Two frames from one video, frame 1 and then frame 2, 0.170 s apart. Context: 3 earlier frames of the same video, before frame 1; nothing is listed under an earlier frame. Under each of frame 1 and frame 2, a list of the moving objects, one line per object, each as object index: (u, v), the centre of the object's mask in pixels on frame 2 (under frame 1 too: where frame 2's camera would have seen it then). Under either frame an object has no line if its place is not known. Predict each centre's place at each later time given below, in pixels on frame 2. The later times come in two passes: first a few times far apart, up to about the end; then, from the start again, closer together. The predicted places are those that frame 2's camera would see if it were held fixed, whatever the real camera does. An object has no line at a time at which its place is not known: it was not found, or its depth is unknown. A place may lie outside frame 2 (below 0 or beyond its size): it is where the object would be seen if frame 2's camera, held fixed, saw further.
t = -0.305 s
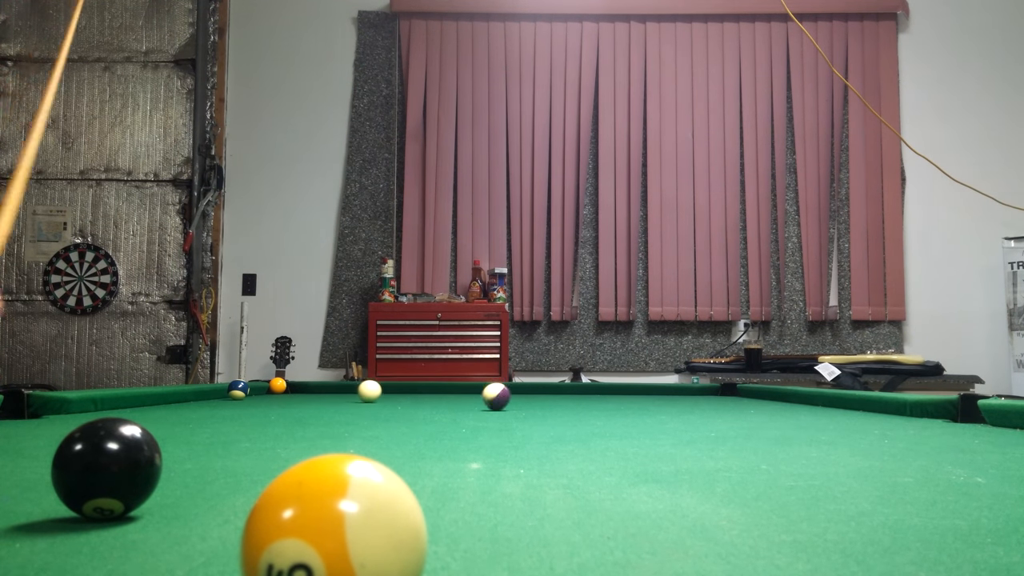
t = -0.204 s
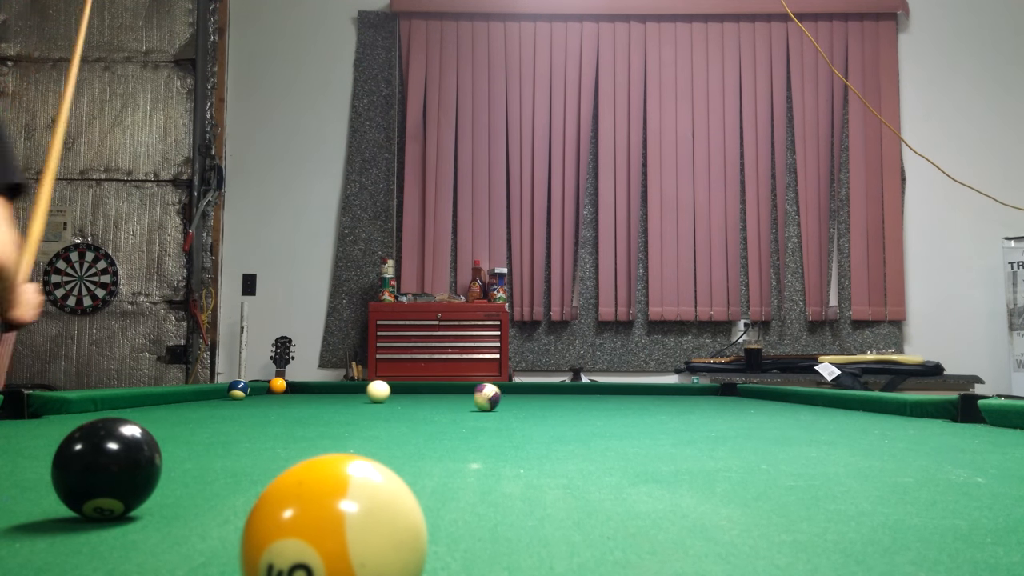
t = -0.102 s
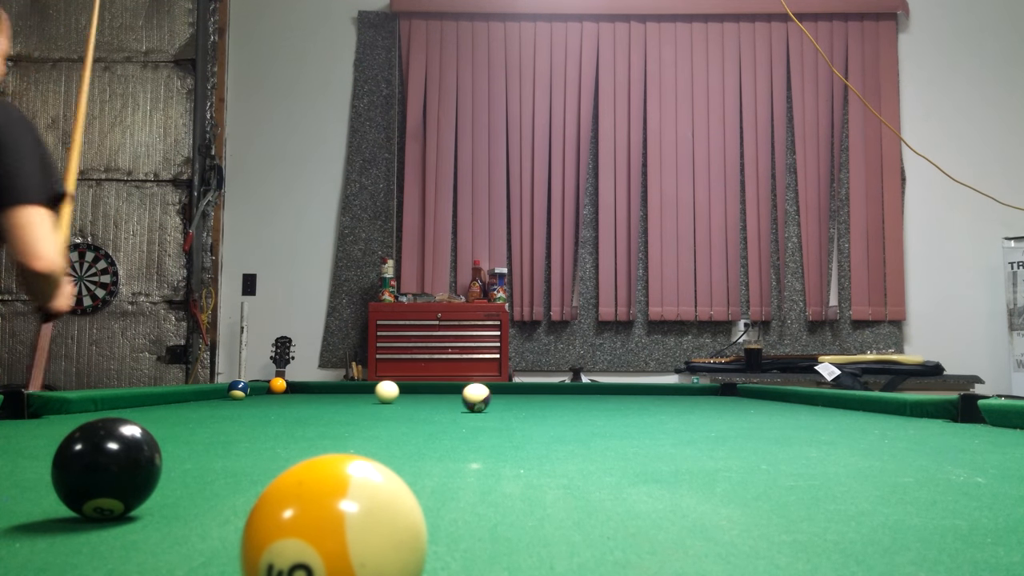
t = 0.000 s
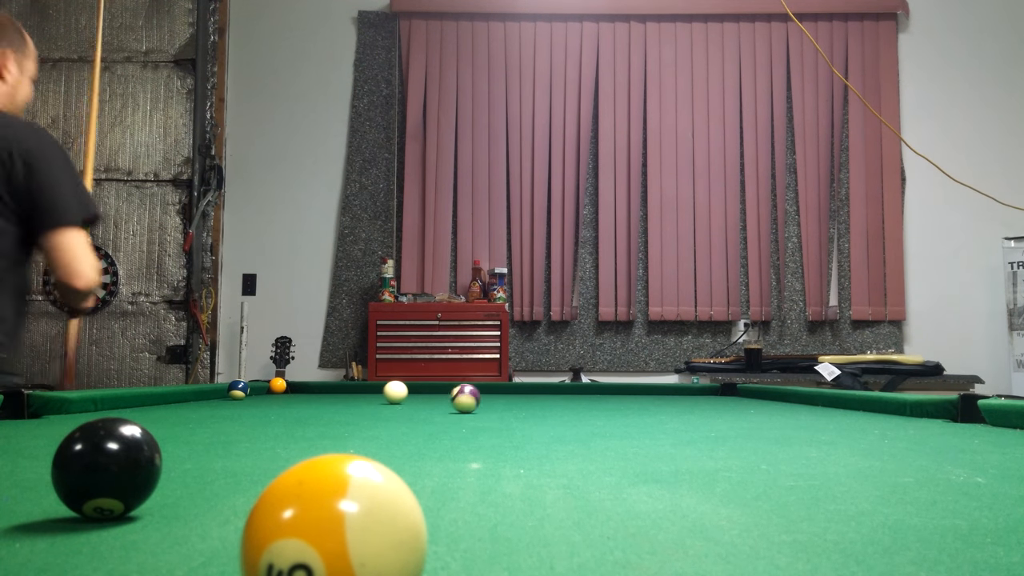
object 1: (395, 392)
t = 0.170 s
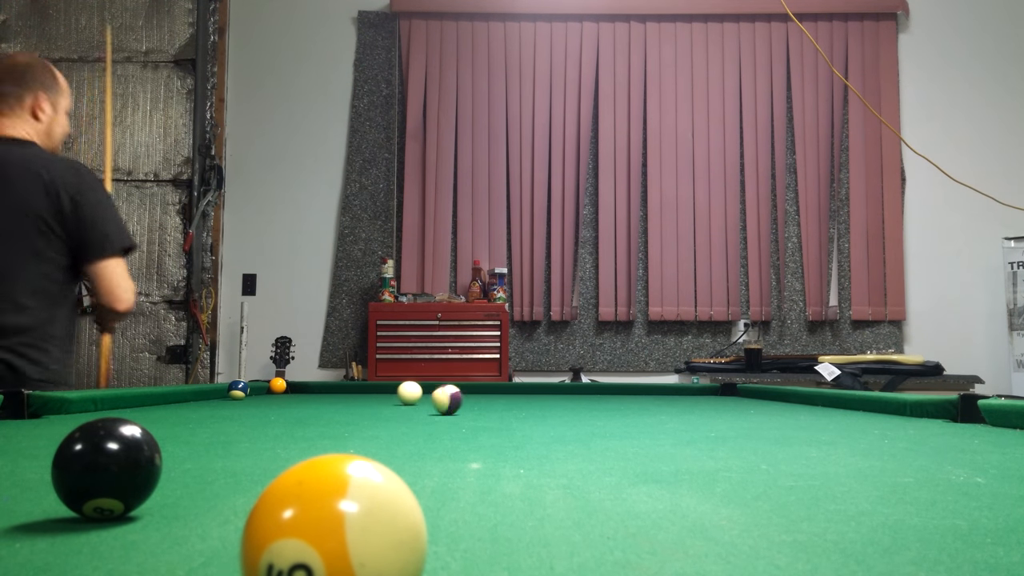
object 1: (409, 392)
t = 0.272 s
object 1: (416, 392)
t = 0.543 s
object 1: (441, 394)
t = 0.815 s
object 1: (463, 395)
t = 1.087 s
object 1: (485, 396)
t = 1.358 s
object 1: (506, 397)
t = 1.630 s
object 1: (527, 398)
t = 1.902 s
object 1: (545, 399)
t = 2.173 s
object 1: (564, 400)
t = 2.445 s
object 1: (582, 401)
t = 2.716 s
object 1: (599, 402)
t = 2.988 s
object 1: (615, 403)
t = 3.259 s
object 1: (628, 404)
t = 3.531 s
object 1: (640, 405)
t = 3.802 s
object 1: (650, 405)
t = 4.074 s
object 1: (658, 406)
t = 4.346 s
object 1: (662, 406)
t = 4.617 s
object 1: (661, 406)
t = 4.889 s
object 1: (661, 406)
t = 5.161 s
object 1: (661, 405)
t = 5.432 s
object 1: (661, 406)
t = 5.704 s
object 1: (661, 405)
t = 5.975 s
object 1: (661, 406)
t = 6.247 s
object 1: (661, 406)
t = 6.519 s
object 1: (661, 406)
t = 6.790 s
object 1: (661, 406)
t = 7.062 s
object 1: (661, 406)
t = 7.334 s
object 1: (661, 406)
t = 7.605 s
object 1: (661, 406)
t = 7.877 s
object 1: (661, 406)
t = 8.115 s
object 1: (661, 406)
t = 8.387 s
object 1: (661, 406)
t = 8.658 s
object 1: (661, 406)
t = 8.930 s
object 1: (661, 406)
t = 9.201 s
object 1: (661, 406)
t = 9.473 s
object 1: (661, 406)
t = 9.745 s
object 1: (661, 406)
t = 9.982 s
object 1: (661, 406)
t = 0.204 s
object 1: (412, 393)
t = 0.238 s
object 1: (415, 392)
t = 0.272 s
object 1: (416, 392)
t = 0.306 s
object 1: (417, 390)
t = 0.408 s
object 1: (434, 389)
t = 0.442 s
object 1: (435, 392)
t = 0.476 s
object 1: (436, 393)
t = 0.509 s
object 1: (438, 394)
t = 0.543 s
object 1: (441, 394)
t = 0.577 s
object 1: (443, 394)
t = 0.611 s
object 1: (447, 394)
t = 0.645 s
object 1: (449, 394)
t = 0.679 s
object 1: (452, 394)
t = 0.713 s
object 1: (455, 395)
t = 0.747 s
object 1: (458, 395)
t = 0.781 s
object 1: (461, 395)
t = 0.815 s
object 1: (463, 395)
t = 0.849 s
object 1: (466, 395)
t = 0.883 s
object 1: (469, 395)
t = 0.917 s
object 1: (472, 395)
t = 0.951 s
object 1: (475, 395)
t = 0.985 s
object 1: (477, 396)
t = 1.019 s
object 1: (480, 396)
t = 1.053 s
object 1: (482, 396)
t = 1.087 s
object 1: (485, 396)
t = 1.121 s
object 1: (488, 396)
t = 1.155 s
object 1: (490, 396)
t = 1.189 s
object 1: (493, 396)
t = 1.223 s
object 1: (495, 397)
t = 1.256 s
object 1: (498, 397)
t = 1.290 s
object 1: (501, 397)
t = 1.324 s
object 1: (503, 397)
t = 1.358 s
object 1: (506, 397)
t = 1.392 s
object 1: (509, 397)
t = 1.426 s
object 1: (511, 397)
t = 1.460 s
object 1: (514, 397)
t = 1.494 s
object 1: (516, 397)
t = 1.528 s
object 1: (519, 398)
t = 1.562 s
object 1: (522, 398)
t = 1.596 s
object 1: (524, 398)
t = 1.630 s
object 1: (527, 398)
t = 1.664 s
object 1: (529, 398)
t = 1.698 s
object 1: (531, 398)
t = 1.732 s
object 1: (534, 399)
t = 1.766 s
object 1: (536, 399)
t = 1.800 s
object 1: (538, 399)
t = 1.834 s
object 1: (541, 399)
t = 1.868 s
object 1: (543, 399)
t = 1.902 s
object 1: (545, 399)
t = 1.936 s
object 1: (548, 399)
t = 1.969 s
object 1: (550, 399)
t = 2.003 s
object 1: (552, 400)
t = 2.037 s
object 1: (555, 400)
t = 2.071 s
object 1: (557, 400)
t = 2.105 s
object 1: (559, 400)
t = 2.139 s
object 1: (562, 400)
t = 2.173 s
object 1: (564, 400)
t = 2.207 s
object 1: (566, 400)
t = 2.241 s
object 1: (569, 400)
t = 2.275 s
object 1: (571, 401)
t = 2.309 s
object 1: (573, 401)
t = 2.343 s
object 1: (576, 401)
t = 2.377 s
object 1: (578, 401)
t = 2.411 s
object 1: (580, 401)
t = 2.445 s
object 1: (582, 401)
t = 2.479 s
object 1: (584, 401)
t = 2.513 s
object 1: (586, 402)
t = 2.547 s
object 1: (588, 402)
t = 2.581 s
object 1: (591, 402)
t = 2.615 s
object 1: (593, 402)
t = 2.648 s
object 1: (595, 402)
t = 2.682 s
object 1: (597, 402)
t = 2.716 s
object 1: (599, 402)
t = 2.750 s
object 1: (601, 402)
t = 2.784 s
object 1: (603, 402)
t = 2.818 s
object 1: (605, 403)
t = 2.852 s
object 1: (607, 403)
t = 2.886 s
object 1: (609, 403)
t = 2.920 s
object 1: (611, 403)
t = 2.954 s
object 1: (613, 403)
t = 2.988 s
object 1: (615, 403)
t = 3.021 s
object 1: (617, 403)
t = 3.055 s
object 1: (619, 403)
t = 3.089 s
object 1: (620, 403)
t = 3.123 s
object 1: (622, 404)
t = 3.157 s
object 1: (624, 404)
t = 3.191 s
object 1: (625, 404)
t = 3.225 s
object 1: (627, 404)
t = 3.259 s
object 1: (628, 404)
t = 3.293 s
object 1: (630, 404)
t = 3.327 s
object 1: (632, 404)
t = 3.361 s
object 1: (633, 404)
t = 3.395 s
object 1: (635, 404)
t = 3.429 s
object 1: (636, 404)
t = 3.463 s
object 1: (638, 404)
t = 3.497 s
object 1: (639, 405)
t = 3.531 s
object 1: (640, 405)
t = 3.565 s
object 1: (642, 405)
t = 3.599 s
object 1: (643, 405)
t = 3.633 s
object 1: (644, 405)
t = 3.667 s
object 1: (645, 405)
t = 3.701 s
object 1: (646, 405)
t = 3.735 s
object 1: (648, 405)
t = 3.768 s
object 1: (649, 405)
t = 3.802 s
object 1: (650, 405)
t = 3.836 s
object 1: (651, 405)
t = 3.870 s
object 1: (652, 405)
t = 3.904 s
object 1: (653, 405)
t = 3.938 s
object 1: (654, 405)
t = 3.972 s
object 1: (655, 405)
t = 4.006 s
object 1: (656, 405)
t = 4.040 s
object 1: (657, 405)
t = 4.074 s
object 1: (658, 406)
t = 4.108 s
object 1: (659, 406)
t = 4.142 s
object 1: (660, 406)
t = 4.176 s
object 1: (660, 406)
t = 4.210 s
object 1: (661, 406)
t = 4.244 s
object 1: (662, 405)
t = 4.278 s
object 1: (662, 406)
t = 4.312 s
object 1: (662, 406)
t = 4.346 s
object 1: (662, 406)
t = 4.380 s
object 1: (662, 406)
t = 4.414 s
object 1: (662, 406)
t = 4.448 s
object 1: (662, 406)
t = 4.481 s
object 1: (662, 406)
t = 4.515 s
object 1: (661, 406)
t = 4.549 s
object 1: (661, 406)
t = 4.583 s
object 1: (661, 406)
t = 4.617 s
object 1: (661, 406)
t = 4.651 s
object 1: (660, 405)
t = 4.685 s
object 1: (660, 405)
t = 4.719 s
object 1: (660, 406)
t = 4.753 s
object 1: (660, 406)
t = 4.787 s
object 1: (660, 406)
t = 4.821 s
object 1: (660, 406)
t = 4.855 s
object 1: (661, 406)
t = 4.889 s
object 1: (661, 406)
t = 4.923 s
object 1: (661, 406)
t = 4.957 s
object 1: (661, 406)
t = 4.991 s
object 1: (661, 405)
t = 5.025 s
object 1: (661, 406)
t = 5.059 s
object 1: (661, 405)
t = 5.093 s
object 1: (661, 406)
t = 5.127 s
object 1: (661, 405)
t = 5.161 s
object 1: (661, 405)
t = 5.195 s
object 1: (661, 405)
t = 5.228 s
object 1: (661, 405)
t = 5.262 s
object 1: (661, 405)
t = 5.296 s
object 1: (661, 405)
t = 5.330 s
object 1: (661, 406)
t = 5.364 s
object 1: (661, 406)
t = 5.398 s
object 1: (661, 406)
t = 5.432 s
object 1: (661, 406)
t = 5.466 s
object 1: (661, 406)
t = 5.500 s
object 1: (661, 406)
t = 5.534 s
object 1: (661, 406)
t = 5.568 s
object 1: (661, 406)
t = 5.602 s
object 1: (661, 406)
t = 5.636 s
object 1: (661, 406)
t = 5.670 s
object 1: (661, 406)
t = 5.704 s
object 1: (661, 405)
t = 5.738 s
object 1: (661, 406)
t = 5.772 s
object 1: (661, 406)
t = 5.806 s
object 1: (661, 405)
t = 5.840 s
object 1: (661, 405)
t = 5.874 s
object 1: (661, 406)
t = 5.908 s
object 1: (661, 406)
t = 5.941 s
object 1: (661, 405)
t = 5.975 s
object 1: (661, 406)
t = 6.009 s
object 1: (661, 405)
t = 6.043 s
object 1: (661, 406)
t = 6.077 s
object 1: (661, 406)
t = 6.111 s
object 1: (661, 406)
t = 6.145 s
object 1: (661, 406)
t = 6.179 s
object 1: (661, 406)
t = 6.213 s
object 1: (661, 406)
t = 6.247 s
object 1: (661, 406)
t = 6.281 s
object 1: (661, 406)
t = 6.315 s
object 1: (661, 406)
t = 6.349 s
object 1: (661, 406)
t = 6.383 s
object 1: (661, 406)
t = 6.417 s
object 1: (661, 406)
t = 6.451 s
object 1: (661, 406)
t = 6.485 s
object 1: (661, 406)
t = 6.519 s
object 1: (661, 406)
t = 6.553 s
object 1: (661, 406)
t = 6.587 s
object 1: (661, 406)
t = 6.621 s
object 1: (661, 406)
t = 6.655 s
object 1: (661, 406)
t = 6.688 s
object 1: (661, 406)
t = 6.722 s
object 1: (661, 406)
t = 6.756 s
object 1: (661, 406)
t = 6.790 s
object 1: (661, 406)
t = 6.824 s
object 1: (661, 406)
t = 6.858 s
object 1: (661, 406)
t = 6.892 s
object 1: (661, 406)
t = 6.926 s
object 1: (661, 406)
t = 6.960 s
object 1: (661, 406)
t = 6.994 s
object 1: (661, 406)
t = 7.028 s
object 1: (661, 406)
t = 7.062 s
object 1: (661, 406)
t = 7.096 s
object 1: (661, 406)
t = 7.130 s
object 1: (661, 406)
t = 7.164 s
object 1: (661, 406)
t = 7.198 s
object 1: (661, 406)
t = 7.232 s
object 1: (661, 406)
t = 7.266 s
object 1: (661, 406)
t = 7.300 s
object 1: (661, 406)
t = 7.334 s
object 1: (661, 406)
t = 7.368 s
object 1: (661, 406)
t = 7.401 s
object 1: (661, 406)
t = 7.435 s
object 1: (661, 406)
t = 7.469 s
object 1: (661, 406)
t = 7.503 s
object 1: (661, 406)
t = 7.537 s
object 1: (661, 406)
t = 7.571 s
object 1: (661, 406)
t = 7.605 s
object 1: (661, 406)
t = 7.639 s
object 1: (661, 406)
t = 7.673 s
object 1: (661, 406)
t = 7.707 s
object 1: (661, 406)
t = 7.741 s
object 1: (661, 406)
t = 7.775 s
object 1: (661, 406)
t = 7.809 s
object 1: (661, 406)
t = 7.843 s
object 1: (661, 406)
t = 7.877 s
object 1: (661, 406)
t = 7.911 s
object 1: (661, 406)
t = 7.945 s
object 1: (661, 406)
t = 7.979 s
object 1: (661, 406)
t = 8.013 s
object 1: (661, 406)
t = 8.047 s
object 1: (661, 406)
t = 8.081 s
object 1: (661, 406)
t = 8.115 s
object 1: (661, 406)
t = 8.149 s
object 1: (661, 406)
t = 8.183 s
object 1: (661, 406)
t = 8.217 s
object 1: (661, 406)
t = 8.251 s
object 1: (661, 406)
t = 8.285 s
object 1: (661, 406)
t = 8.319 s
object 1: (661, 406)
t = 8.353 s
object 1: (661, 406)
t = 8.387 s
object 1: (661, 406)
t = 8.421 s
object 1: (661, 406)
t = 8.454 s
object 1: (661, 406)
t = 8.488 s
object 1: (661, 406)
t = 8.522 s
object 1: (661, 406)
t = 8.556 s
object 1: (661, 406)
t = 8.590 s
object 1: (661, 406)
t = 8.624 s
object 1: (661, 406)
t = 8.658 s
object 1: (661, 406)
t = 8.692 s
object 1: (661, 406)
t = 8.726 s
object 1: (661, 406)
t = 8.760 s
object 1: (661, 406)
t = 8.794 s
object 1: (661, 406)
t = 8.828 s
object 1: (661, 406)
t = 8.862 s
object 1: (661, 406)
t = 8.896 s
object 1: (661, 406)
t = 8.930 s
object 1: (661, 406)
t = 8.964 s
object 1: (661, 406)
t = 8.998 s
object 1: (661, 406)
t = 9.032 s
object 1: (661, 406)
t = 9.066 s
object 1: (661, 406)
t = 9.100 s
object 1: (661, 406)
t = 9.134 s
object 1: (661, 406)
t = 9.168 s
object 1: (661, 405)
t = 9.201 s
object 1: (661, 406)
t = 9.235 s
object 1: (661, 406)
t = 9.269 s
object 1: (661, 406)
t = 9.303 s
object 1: (661, 406)
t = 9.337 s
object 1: (661, 405)
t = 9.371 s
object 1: (661, 406)
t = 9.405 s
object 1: (661, 406)
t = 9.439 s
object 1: (661, 406)
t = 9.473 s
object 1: (661, 406)
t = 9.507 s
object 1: (661, 406)
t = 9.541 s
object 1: (661, 406)
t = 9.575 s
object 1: (661, 406)
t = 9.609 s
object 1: (661, 406)
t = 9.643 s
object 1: (661, 406)
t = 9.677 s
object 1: (661, 406)
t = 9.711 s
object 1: (661, 406)
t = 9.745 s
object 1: (661, 406)
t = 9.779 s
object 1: (661, 406)
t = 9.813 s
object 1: (661, 406)
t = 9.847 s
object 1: (661, 406)
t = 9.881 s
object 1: (661, 406)
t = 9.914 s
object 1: (661, 406)
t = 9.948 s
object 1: (661, 406)
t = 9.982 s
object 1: (661, 406)
